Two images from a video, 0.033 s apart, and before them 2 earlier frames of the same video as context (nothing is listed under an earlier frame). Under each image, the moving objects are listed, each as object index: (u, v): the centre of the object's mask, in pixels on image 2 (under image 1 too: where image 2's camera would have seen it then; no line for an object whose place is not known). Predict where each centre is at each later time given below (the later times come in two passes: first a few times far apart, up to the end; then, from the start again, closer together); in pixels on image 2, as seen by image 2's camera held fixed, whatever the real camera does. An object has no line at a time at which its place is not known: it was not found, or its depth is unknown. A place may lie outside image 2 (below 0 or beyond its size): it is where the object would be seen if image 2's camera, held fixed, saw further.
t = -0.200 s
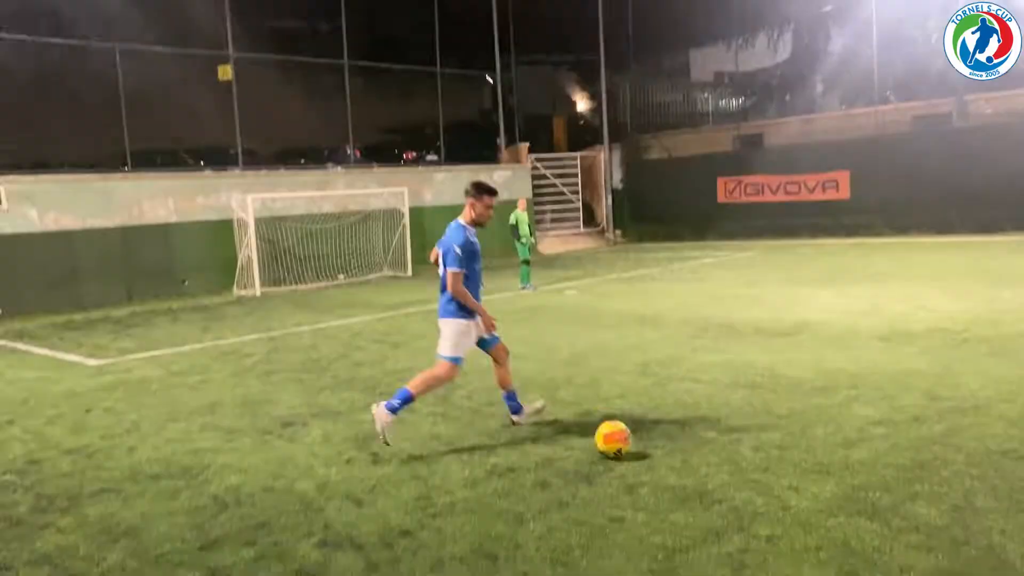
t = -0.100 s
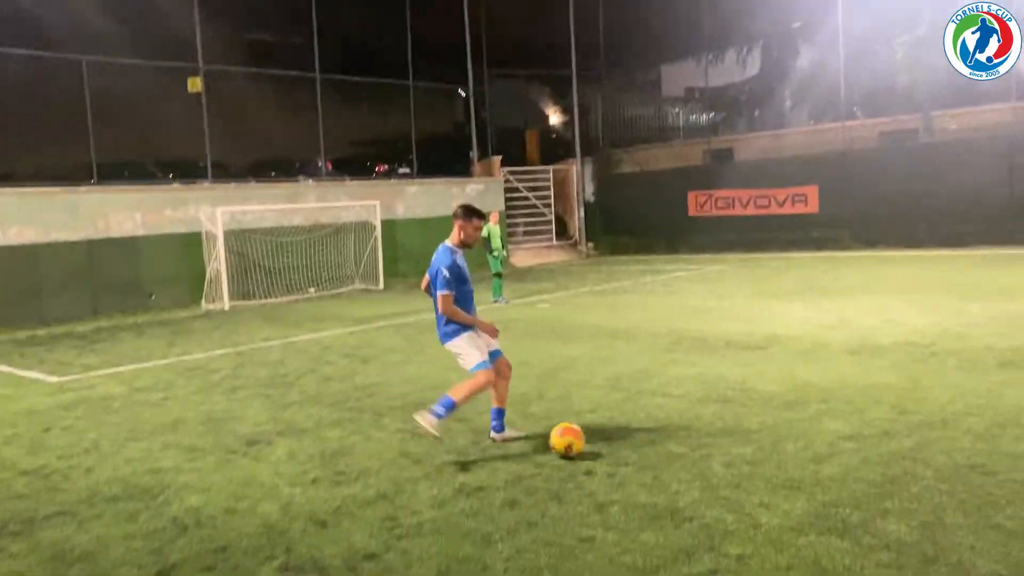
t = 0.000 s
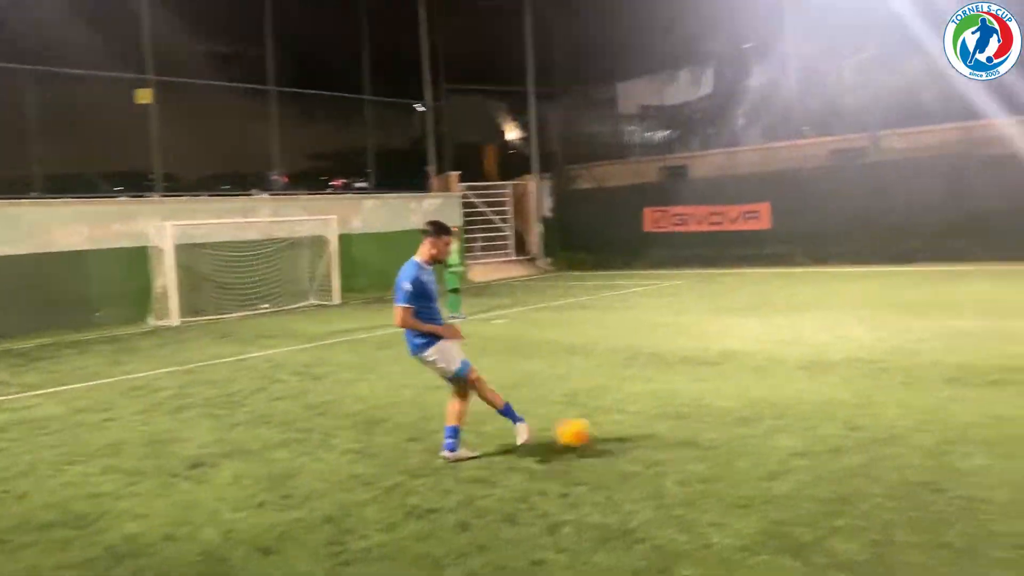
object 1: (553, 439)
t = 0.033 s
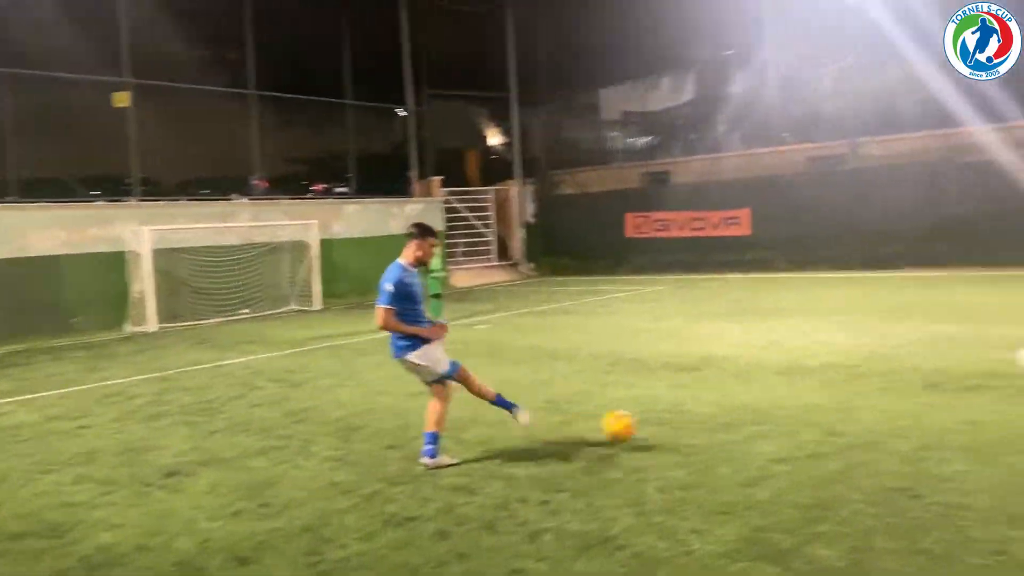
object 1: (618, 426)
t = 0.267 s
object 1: (941, 369)
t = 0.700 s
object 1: (1218, 318)
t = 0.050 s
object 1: (649, 420)
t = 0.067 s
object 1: (675, 415)
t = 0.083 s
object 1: (702, 409)
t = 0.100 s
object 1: (729, 405)
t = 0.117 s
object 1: (756, 402)
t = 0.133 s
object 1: (781, 400)
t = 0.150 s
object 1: (805, 397)
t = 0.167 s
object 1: (829, 395)
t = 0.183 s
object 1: (850, 393)
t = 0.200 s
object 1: (871, 389)
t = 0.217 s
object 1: (889, 383)
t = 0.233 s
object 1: (906, 378)
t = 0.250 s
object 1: (924, 374)
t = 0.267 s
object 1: (941, 369)
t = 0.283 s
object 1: (958, 366)
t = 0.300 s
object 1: (974, 363)
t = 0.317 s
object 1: (990, 360)
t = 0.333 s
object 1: (1003, 358)
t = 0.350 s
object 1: (1017, 357)
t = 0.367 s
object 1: (1032, 355)
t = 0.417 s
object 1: (1066, 347)
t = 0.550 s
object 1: (1149, 329)
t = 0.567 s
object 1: (1159, 329)
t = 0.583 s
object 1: (1167, 329)
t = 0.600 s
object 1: (1174, 328)
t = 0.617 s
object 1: (1182, 326)
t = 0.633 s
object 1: (1190, 323)
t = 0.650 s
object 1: (1197, 321)
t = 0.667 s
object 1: (1204, 320)
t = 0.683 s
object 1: (1212, 319)
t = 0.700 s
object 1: (1218, 318)
